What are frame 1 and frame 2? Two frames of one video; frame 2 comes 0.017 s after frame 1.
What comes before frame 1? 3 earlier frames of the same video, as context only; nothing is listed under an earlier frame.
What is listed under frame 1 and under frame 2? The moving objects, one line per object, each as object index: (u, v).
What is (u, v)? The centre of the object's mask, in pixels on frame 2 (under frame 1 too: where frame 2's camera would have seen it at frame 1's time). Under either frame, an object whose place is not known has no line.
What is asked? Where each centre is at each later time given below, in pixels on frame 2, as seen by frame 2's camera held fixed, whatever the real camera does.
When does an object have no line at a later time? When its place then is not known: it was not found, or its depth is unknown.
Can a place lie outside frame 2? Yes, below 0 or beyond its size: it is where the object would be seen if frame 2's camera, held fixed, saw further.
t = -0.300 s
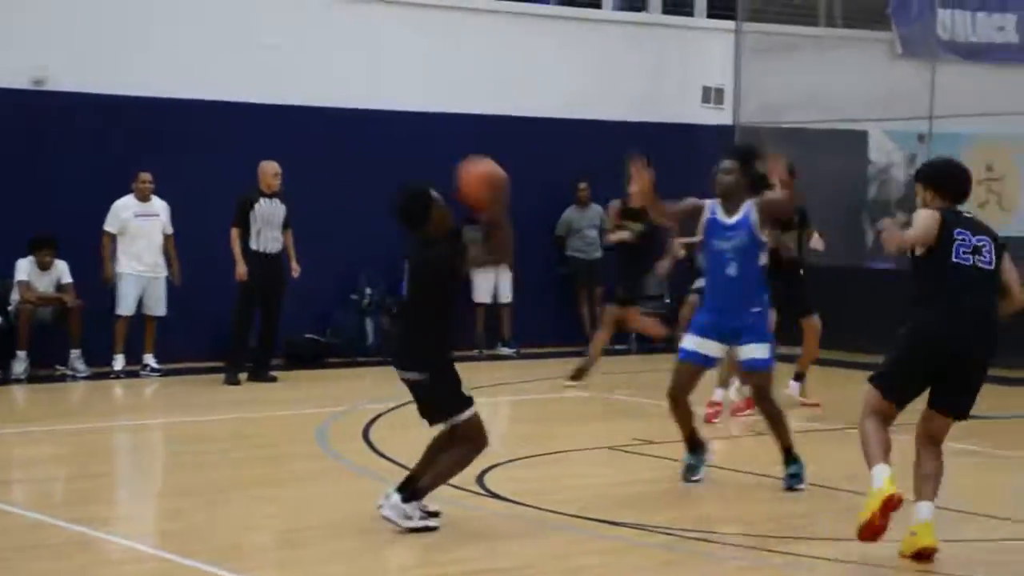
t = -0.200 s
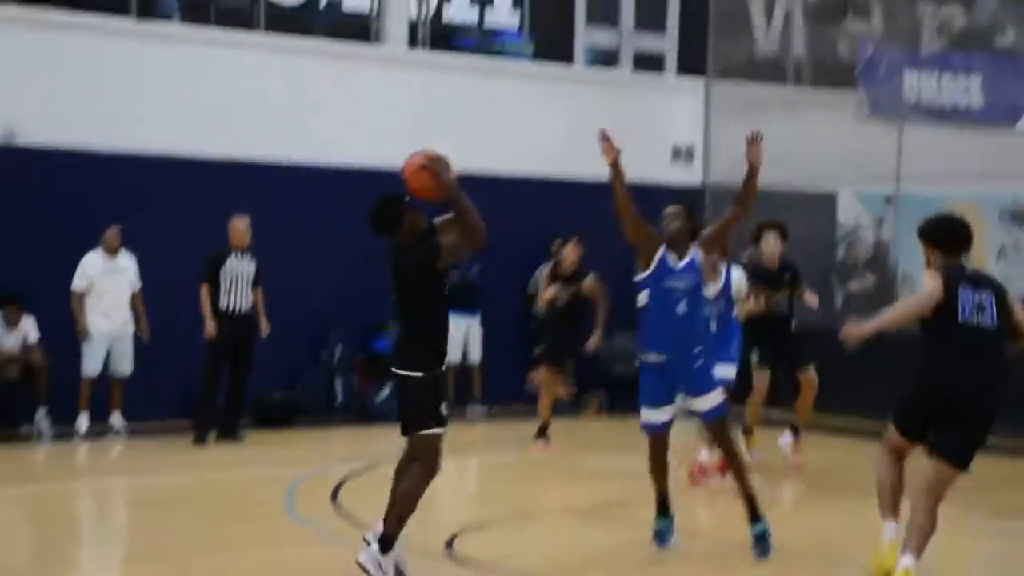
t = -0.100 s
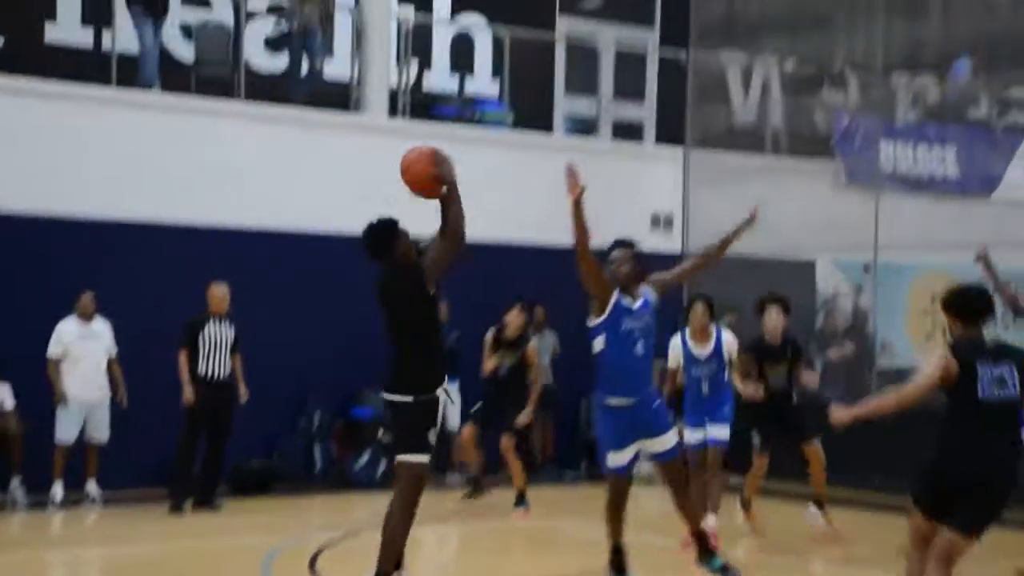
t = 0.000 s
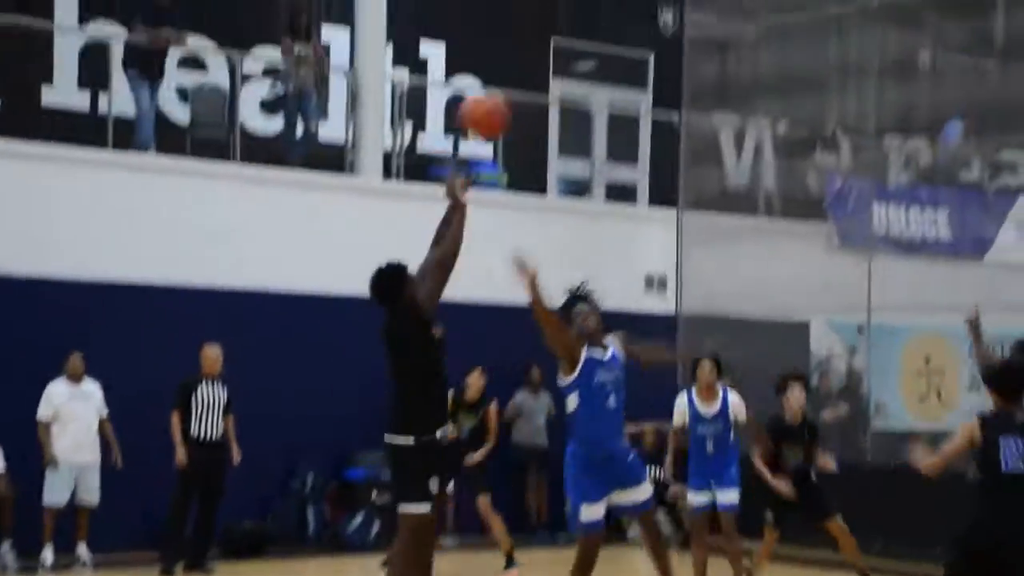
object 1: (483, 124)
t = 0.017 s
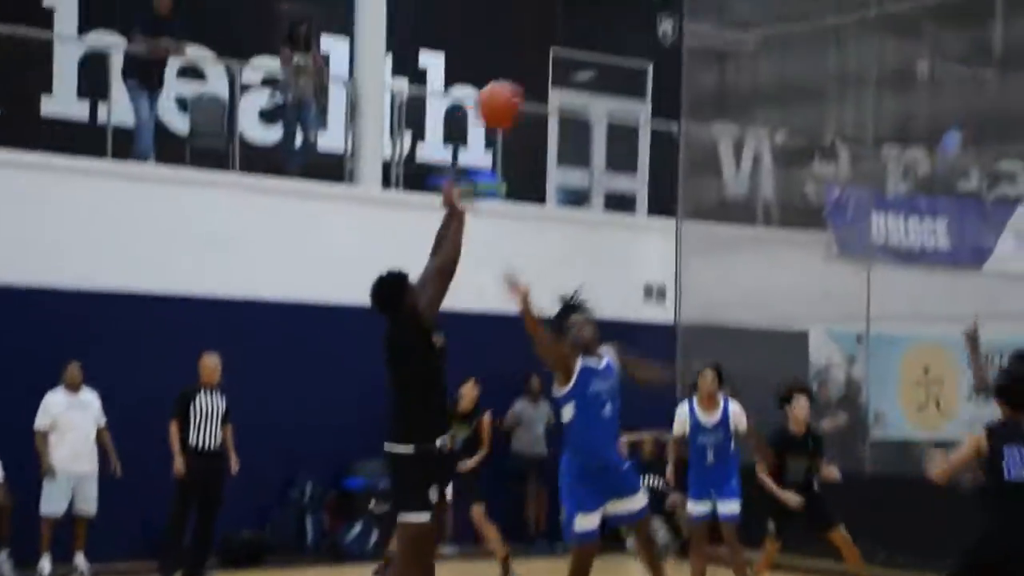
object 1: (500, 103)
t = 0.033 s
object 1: (517, 86)
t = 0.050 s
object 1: (531, 71)
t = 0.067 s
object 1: (545, 53)
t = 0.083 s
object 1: (560, 36)
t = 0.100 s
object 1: (575, 21)
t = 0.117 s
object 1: (590, 7)
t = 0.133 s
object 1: (605, -8)
